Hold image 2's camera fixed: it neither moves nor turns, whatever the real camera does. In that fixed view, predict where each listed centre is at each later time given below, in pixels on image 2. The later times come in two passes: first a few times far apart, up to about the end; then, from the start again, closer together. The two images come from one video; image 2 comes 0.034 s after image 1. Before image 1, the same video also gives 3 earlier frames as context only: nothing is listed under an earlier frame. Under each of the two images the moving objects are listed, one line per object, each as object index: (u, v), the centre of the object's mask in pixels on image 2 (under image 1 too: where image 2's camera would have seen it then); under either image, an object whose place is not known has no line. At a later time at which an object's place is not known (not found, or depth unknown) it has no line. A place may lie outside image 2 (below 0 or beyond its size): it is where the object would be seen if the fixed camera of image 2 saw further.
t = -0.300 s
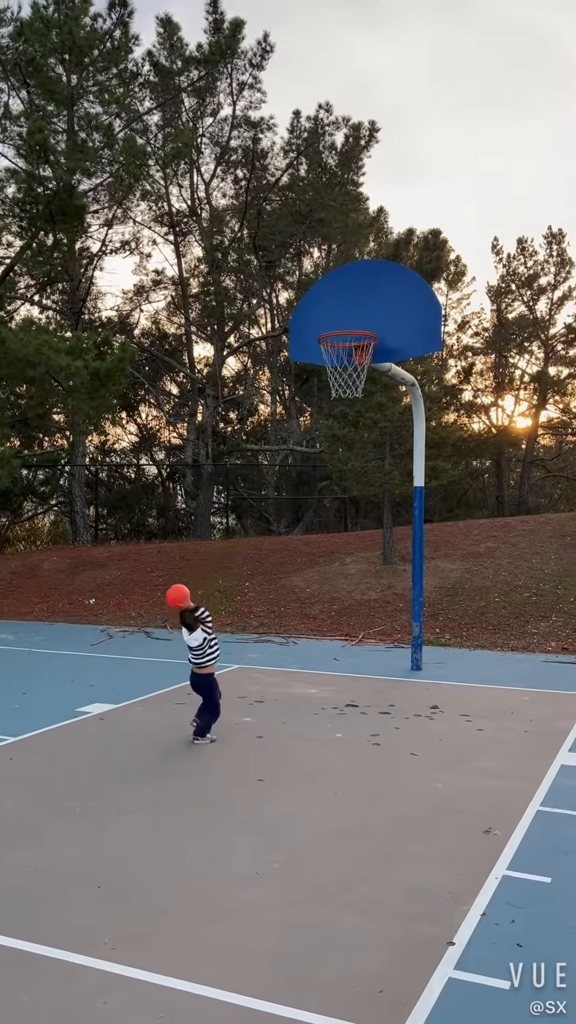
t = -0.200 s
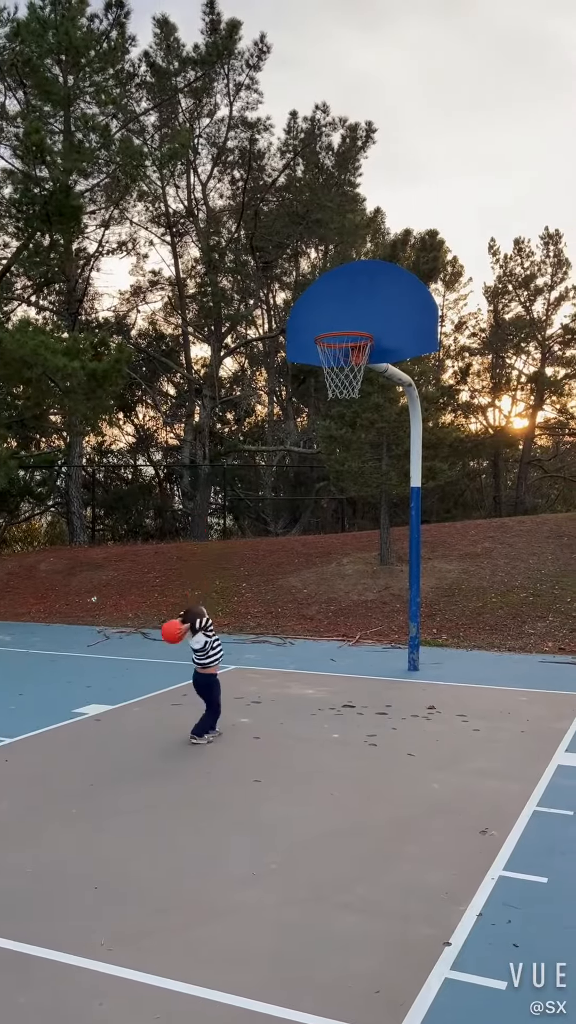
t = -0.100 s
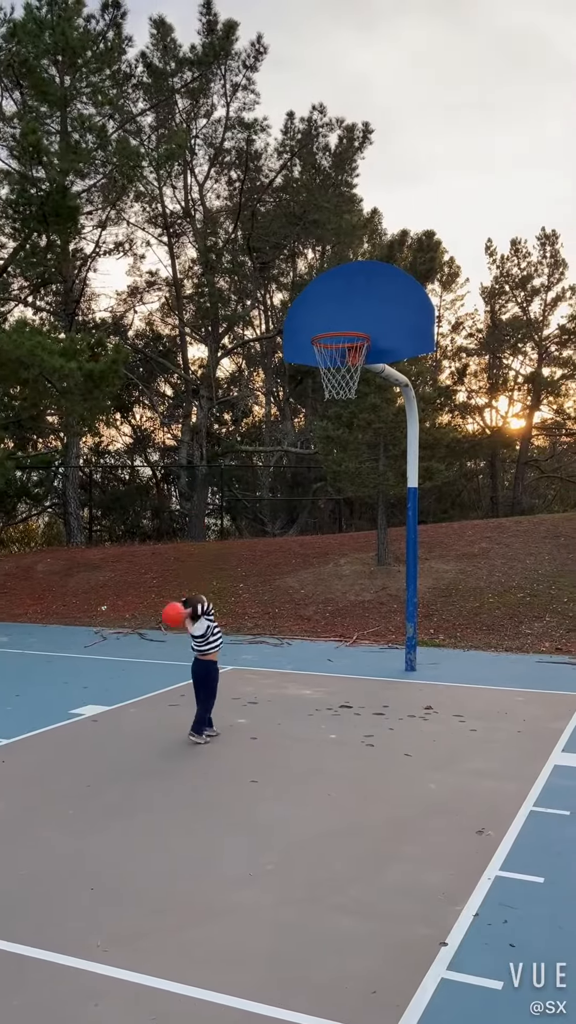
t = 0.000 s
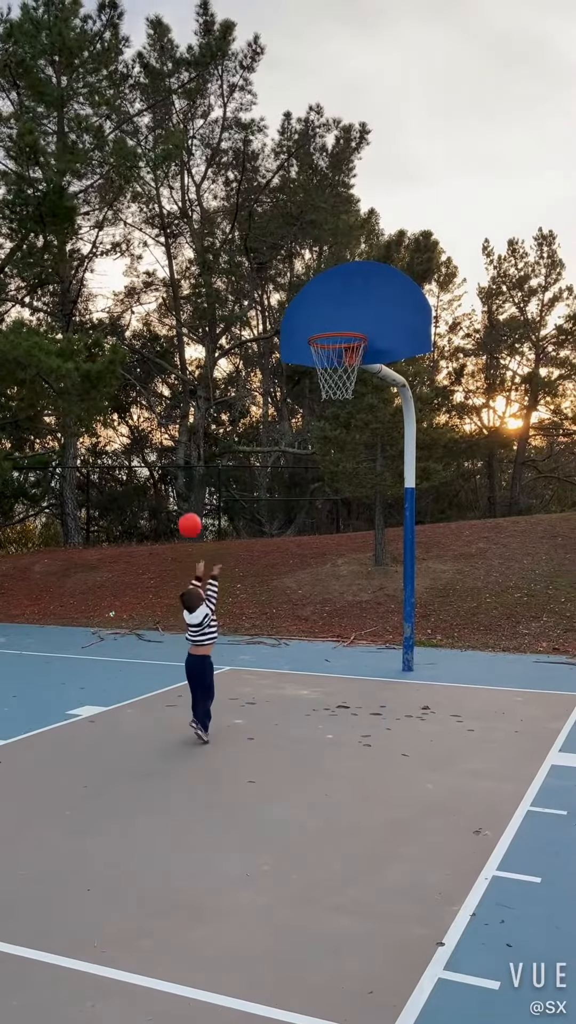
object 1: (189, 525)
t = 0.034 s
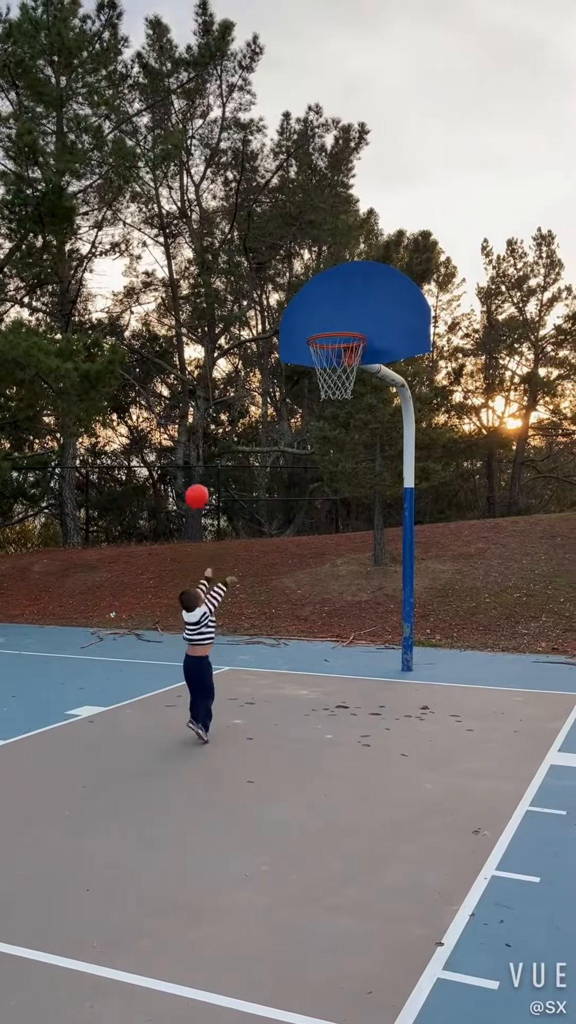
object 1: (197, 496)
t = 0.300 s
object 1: (250, 341)
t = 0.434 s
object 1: (270, 305)
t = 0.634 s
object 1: (299, 296)
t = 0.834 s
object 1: (321, 328)
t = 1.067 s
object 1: (342, 409)
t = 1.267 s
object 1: (351, 487)
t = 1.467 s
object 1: (360, 605)
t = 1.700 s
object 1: (359, 637)
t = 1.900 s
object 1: (348, 554)
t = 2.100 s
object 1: (336, 518)
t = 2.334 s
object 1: (322, 532)
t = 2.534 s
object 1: (309, 593)
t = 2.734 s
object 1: (296, 697)
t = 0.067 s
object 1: (204, 470)
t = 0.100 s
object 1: (212, 446)
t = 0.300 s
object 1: (250, 341)
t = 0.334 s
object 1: (256, 329)
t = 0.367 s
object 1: (261, 319)
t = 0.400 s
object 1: (266, 312)
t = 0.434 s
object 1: (270, 305)
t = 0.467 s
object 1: (276, 300)
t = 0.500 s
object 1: (281, 296)
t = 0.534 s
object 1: (286, 294)
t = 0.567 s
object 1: (289, 293)
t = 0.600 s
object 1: (294, 294)
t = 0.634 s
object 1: (299, 296)
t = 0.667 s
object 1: (303, 299)
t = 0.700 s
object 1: (306, 303)
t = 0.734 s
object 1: (310, 309)
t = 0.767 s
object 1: (314, 316)
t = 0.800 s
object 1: (318, 324)
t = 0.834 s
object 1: (321, 328)
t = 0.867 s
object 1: (325, 346)
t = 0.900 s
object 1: (329, 357)
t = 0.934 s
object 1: (332, 369)
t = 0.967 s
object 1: (335, 382)
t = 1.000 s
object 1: (340, 390)
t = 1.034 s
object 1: (340, 398)
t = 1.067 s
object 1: (342, 409)
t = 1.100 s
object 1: (343, 419)
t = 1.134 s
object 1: (345, 429)
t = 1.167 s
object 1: (347, 442)
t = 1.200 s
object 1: (348, 456)
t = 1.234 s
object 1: (350, 471)
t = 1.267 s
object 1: (351, 487)
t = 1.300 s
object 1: (353, 505)
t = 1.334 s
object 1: (355, 523)
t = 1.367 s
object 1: (356, 542)
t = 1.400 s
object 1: (358, 562)
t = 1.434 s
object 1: (359, 583)
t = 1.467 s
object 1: (360, 605)
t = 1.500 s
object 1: (361, 628)
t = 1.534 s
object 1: (363, 652)
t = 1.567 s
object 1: (364, 677)
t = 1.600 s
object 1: (365, 697)
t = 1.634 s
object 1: (363, 676)
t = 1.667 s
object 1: (361, 656)
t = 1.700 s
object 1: (359, 637)
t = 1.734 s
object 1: (357, 620)
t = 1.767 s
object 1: (356, 604)
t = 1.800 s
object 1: (354, 589)
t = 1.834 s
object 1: (352, 576)
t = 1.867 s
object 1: (350, 565)
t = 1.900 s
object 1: (348, 554)
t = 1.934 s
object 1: (346, 545)
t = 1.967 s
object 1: (344, 537)
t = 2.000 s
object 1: (342, 530)
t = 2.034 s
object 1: (340, 524)
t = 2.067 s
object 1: (338, 521)
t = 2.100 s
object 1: (336, 518)
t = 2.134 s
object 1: (334, 516)
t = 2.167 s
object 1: (332, 516)
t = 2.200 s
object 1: (330, 517)
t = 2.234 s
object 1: (328, 519)
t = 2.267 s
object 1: (326, 522)
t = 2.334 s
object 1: (322, 532)
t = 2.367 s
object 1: (320, 539)
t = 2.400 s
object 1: (318, 548)
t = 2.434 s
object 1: (315, 557)
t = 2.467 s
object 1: (313, 568)
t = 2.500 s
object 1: (311, 580)
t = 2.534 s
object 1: (309, 593)
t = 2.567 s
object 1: (307, 608)
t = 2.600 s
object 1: (305, 624)
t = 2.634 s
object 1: (302, 640)
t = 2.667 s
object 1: (300, 658)
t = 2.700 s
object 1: (298, 677)
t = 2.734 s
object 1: (296, 697)
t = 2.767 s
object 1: (294, 691)
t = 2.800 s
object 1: (292, 675)
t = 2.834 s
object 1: (289, 659)
